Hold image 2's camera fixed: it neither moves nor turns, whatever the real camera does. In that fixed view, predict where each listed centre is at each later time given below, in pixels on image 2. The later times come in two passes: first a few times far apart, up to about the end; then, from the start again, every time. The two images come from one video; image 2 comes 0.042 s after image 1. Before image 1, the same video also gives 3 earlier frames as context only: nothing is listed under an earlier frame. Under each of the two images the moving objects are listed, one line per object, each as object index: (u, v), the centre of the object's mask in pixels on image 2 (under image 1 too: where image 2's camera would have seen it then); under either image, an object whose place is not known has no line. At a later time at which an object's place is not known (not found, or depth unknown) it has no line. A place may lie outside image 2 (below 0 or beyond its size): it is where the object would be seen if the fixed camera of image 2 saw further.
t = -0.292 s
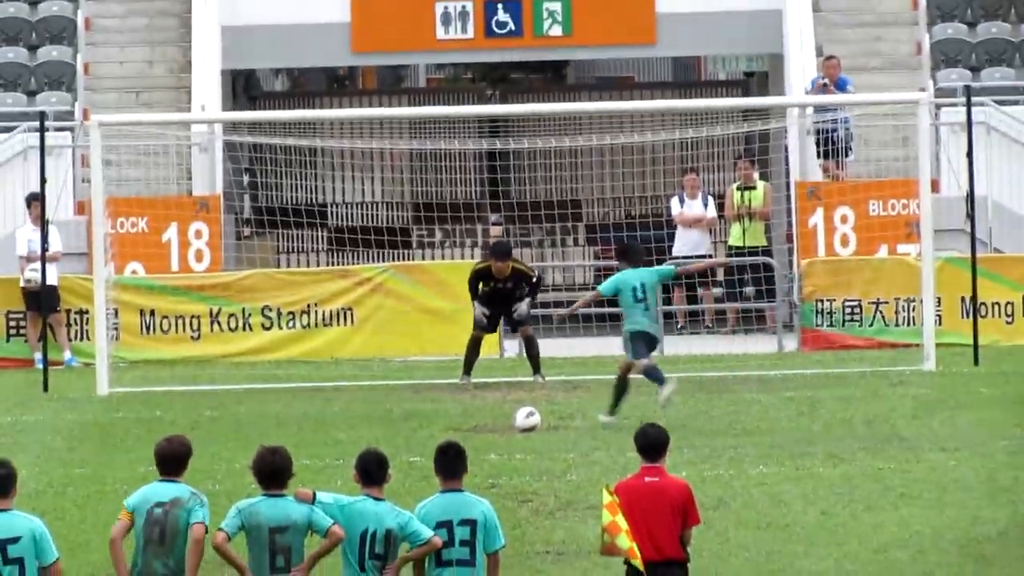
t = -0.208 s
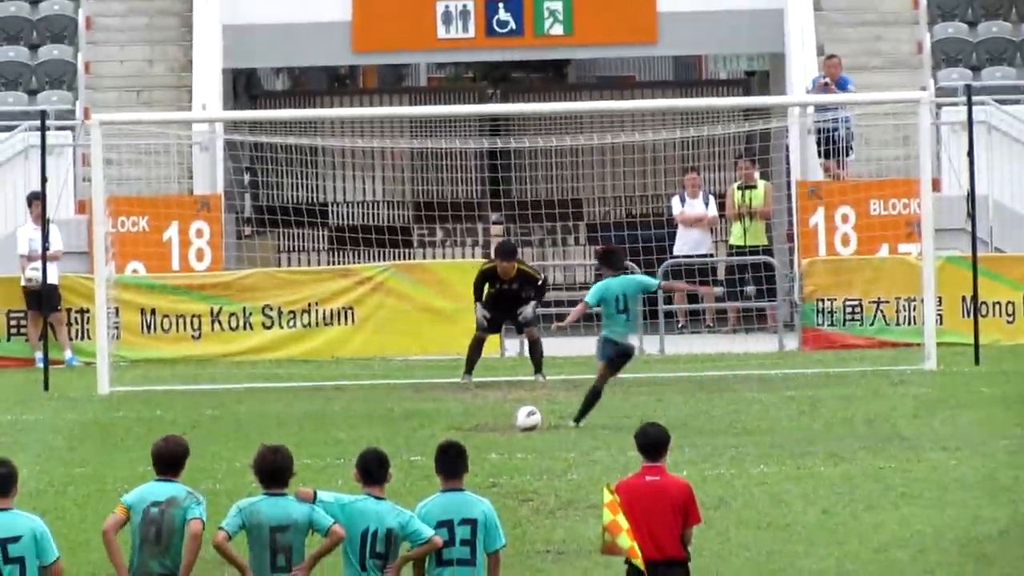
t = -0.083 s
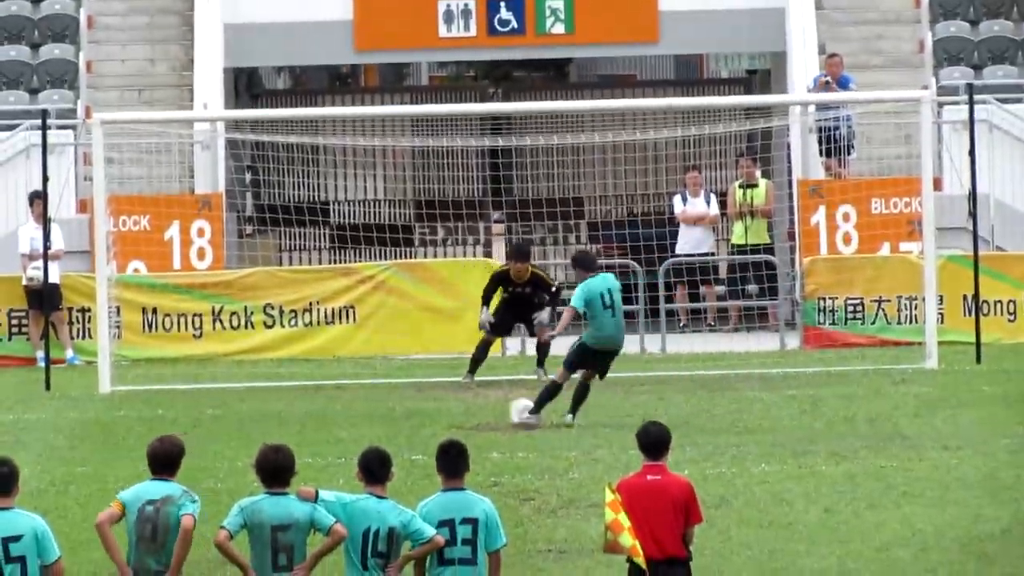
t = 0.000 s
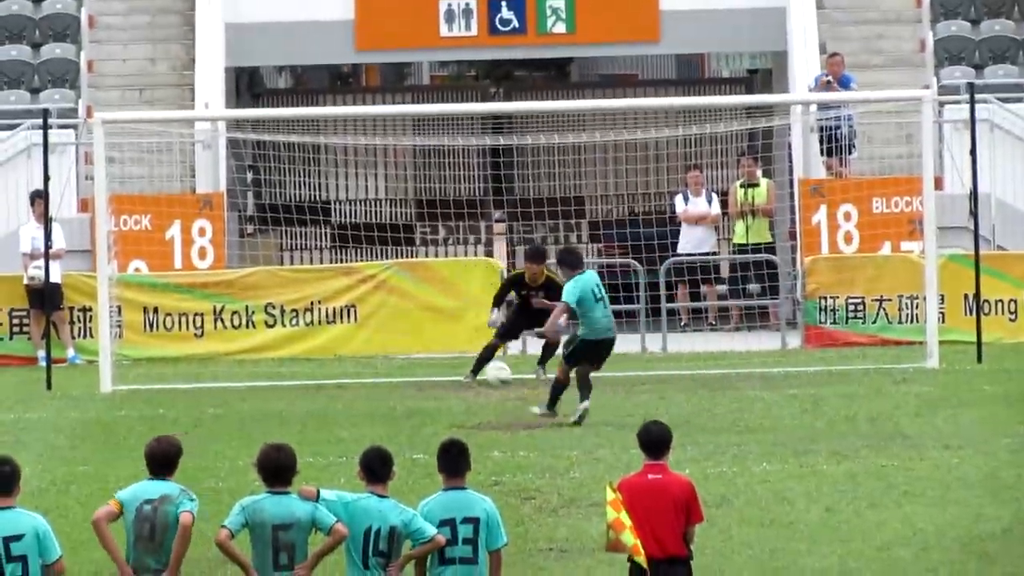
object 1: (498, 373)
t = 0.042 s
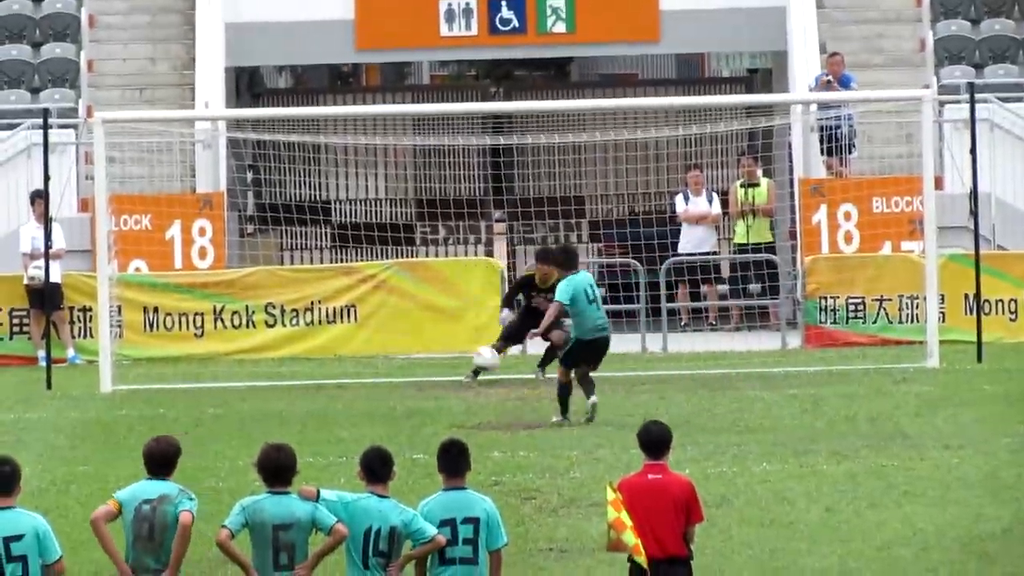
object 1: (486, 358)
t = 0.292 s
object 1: (456, 304)
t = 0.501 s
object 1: (467, 301)
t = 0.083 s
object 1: (475, 345)
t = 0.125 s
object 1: (467, 334)
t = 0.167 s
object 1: (463, 324)
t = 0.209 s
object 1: (459, 316)
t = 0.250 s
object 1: (457, 310)
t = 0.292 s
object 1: (456, 304)
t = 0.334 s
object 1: (456, 301)
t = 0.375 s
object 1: (458, 299)
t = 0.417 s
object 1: (461, 299)
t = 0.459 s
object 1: (464, 300)
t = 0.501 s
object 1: (467, 301)
